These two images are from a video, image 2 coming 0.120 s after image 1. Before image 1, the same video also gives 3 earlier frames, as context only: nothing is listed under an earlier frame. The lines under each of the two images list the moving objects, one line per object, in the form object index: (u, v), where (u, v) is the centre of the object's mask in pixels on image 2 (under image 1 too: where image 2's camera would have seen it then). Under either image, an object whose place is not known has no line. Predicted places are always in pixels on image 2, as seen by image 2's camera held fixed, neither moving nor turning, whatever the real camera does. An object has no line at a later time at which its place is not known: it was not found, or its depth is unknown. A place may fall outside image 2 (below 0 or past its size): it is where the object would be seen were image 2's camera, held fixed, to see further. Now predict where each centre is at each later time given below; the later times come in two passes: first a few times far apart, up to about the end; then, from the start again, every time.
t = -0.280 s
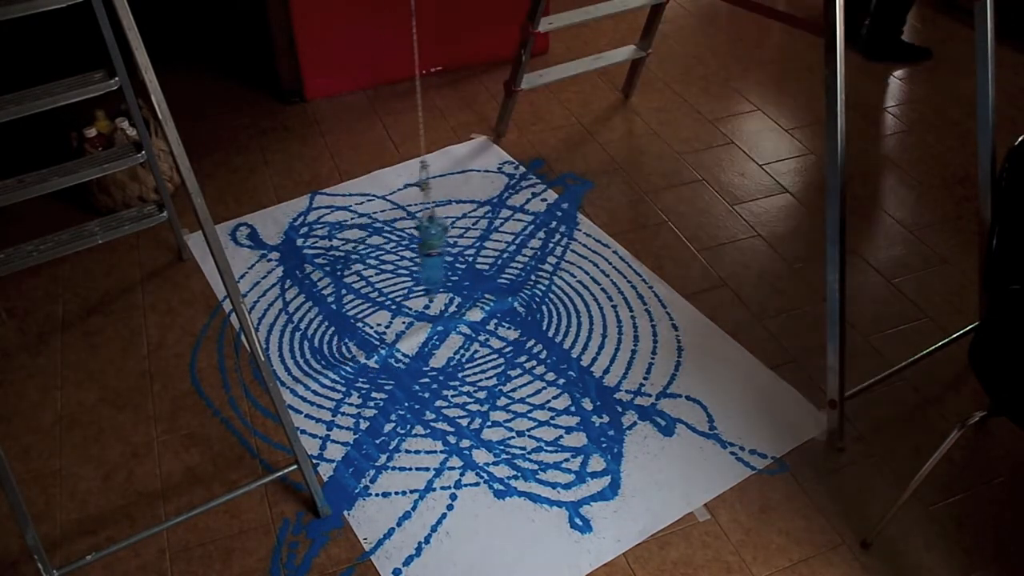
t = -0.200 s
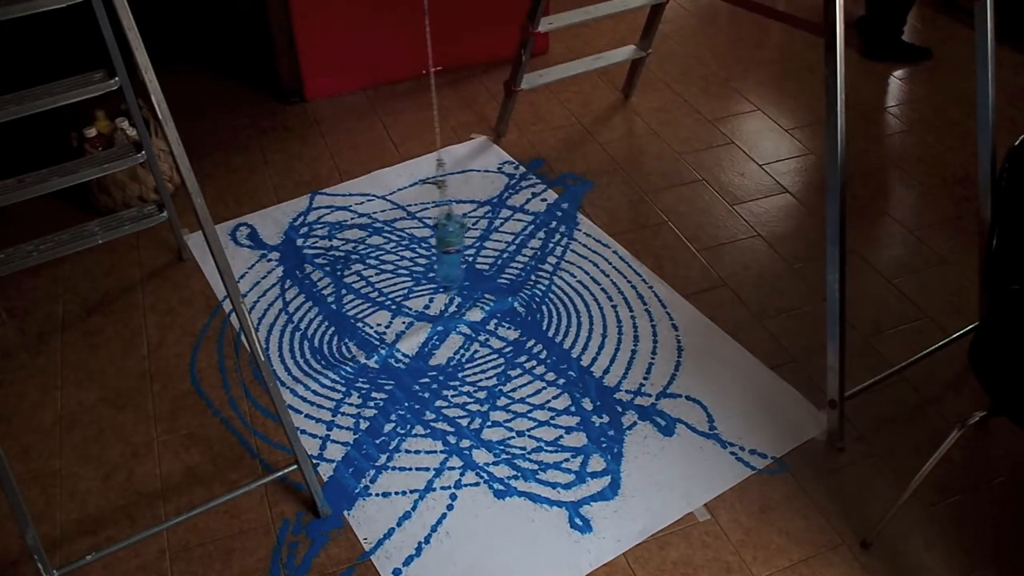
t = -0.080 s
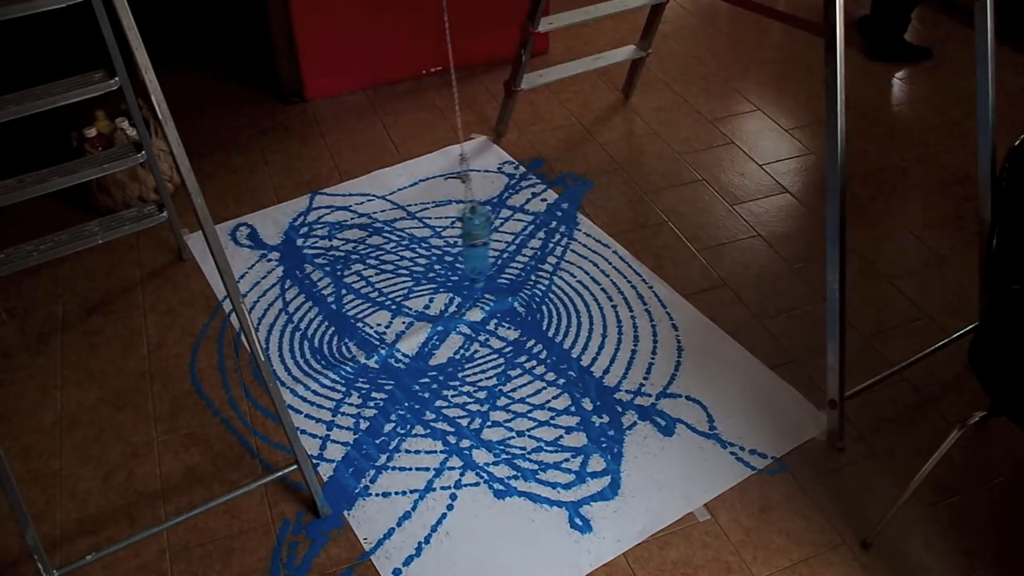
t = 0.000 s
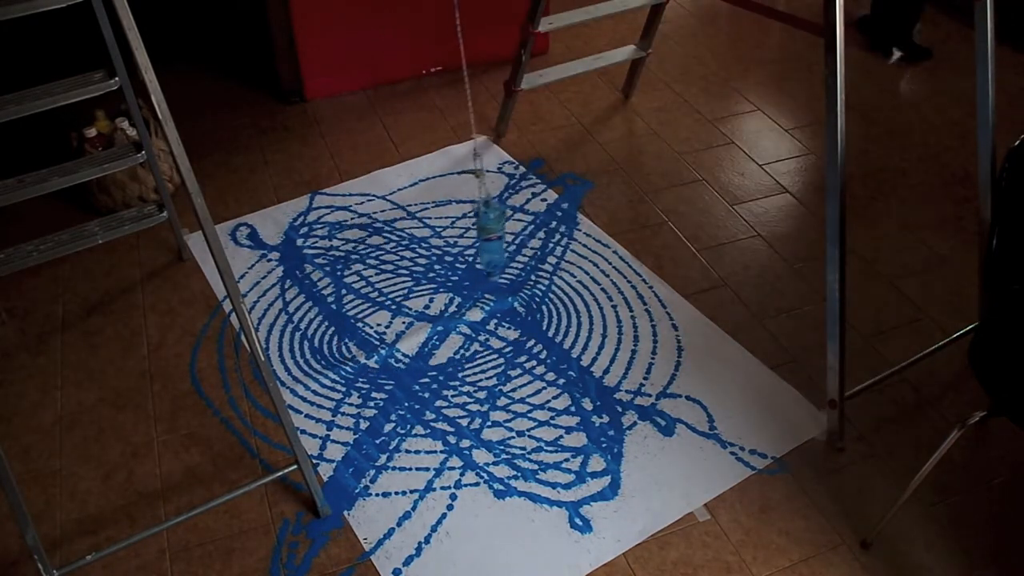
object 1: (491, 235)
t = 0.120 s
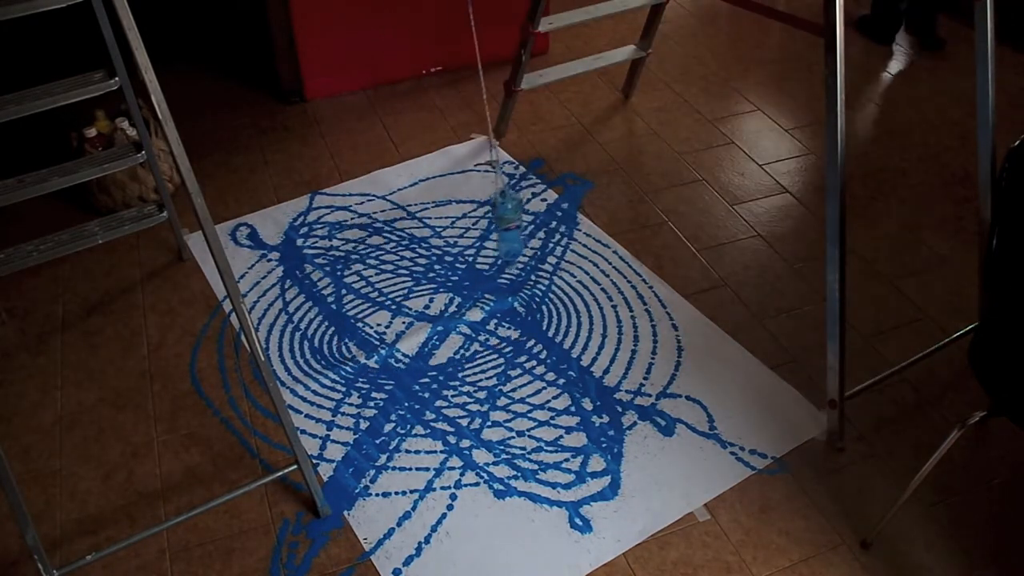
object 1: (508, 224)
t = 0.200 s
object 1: (515, 217)
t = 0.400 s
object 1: (518, 202)
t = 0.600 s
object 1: (500, 194)
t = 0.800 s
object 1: (466, 193)
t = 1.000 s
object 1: (426, 199)
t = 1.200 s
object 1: (390, 210)
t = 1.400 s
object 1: (368, 225)
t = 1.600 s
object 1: (366, 237)
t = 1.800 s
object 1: (388, 248)
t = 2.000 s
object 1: (425, 248)
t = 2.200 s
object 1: (466, 241)
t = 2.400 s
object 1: (498, 226)
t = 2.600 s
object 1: (512, 211)
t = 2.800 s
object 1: (505, 199)
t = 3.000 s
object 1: (481, 195)
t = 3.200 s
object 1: (447, 197)
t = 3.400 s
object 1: (411, 207)
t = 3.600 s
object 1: (383, 219)
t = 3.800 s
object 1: (372, 232)
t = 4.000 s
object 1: (381, 241)
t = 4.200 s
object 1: (409, 247)
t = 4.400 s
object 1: (446, 243)
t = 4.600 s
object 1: (480, 232)
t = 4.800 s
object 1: (502, 216)
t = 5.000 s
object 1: (504, 204)
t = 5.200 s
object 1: (489, 196)
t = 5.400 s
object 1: (461, 198)
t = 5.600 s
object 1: (427, 204)
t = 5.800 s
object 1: (397, 216)
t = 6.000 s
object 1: (380, 228)
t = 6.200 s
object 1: (380, 238)
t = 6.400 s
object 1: (400, 244)
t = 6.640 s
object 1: (438, 243)
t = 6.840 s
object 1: (471, 233)
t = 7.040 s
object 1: (492, 219)
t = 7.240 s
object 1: (498, 208)
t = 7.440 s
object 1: (488, 200)
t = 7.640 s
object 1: (464, 199)
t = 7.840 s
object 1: (434, 205)
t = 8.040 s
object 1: (405, 215)
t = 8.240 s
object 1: (387, 227)
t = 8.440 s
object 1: (385, 236)
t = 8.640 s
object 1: (400, 243)
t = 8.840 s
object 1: (428, 243)
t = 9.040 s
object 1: (458, 236)
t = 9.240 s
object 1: (482, 223)
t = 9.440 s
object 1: (492, 211)
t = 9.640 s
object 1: (488, 202)
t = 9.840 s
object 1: (469, 200)
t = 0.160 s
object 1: (512, 221)
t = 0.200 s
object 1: (515, 217)
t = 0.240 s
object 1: (518, 213)
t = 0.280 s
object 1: (519, 209)
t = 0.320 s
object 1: (520, 207)
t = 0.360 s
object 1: (519, 203)
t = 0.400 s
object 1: (518, 202)
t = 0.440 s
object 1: (516, 198)
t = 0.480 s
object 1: (513, 196)
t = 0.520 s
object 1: (510, 195)
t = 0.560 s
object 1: (505, 194)
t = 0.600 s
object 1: (500, 194)
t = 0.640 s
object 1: (494, 192)
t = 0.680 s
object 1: (488, 193)
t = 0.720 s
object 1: (481, 193)
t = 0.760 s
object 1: (474, 193)
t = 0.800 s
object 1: (466, 193)
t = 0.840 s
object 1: (458, 193)
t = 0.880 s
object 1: (450, 193)
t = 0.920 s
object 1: (442, 195)
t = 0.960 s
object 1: (434, 196)
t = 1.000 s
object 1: (426, 199)
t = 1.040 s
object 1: (418, 200)
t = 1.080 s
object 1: (411, 203)
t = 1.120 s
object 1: (403, 205)
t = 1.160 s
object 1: (396, 207)
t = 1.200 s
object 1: (390, 210)
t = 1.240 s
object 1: (384, 212)
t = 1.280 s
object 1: (379, 215)
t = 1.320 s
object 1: (374, 219)
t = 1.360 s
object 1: (371, 221)
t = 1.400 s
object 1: (368, 225)
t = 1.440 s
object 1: (366, 227)
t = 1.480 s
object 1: (365, 230)
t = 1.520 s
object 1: (364, 232)
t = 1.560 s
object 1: (365, 236)
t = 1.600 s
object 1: (366, 237)
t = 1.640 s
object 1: (369, 241)
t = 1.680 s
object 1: (372, 242)
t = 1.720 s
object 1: (377, 245)
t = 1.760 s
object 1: (381, 245)
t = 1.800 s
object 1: (388, 248)
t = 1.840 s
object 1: (395, 249)
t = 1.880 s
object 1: (402, 249)
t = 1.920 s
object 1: (409, 249)
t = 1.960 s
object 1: (417, 249)
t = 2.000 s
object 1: (425, 248)
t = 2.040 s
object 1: (433, 248)
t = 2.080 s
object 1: (442, 246)
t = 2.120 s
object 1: (450, 245)
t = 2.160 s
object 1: (458, 244)
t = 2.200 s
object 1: (466, 241)
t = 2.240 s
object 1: (474, 238)
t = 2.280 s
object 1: (481, 235)
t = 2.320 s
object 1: (487, 233)
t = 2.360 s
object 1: (493, 229)
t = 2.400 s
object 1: (498, 226)
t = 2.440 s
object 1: (503, 223)
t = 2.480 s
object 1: (506, 219)
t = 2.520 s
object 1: (509, 216)
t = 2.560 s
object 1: (511, 213)
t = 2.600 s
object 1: (512, 211)
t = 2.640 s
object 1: (512, 208)
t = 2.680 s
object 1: (512, 205)
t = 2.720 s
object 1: (510, 202)
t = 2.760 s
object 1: (509, 201)
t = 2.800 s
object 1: (505, 199)
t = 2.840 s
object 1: (502, 197)
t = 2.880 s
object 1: (498, 197)
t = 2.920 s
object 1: (492, 195)
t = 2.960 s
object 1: (487, 195)
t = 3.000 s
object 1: (481, 195)
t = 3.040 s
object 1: (475, 195)
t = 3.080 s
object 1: (468, 194)
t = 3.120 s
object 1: (461, 195)
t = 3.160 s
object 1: (454, 196)
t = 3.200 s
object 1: (447, 197)
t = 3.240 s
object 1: (439, 199)
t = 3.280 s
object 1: (432, 199)
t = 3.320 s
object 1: (424, 202)
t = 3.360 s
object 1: (417, 205)
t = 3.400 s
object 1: (411, 207)
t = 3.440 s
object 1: (404, 208)
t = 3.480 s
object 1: (398, 210)
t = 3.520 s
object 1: (392, 213)
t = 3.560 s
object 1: (387, 216)
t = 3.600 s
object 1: (383, 219)
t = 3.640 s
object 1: (379, 221)
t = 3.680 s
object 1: (376, 223)
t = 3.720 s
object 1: (374, 227)
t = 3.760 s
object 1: (372, 230)
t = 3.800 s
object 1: (372, 232)
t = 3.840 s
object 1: (372, 234)
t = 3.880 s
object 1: (373, 236)
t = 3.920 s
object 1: (375, 238)
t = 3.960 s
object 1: (377, 240)
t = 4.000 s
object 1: (381, 241)
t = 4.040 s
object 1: (385, 243)
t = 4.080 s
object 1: (390, 244)
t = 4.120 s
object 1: (396, 246)
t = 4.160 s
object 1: (403, 245)
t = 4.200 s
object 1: (409, 247)
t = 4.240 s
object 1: (417, 247)
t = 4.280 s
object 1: (423, 247)
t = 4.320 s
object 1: (431, 246)
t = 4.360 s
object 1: (439, 244)
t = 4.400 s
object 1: (446, 243)
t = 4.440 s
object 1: (454, 241)
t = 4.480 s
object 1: (461, 240)
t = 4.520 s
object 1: (468, 237)
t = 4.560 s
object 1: (474, 233)
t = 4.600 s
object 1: (480, 232)
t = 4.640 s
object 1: (486, 229)
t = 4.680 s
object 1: (490, 226)
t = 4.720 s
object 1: (495, 222)
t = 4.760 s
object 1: (499, 219)
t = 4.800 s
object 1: (502, 216)
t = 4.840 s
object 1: (503, 213)
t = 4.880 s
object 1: (505, 211)
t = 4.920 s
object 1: (505, 208)
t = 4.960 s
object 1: (505, 206)
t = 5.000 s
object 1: (504, 204)
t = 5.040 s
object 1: (502, 202)
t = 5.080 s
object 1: (500, 200)
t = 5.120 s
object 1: (497, 199)
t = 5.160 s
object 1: (493, 198)
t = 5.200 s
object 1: (489, 196)
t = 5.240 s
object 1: (484, 196)
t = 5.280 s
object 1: (479, 197)
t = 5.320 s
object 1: (473, 197)
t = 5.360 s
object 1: (467, 197)
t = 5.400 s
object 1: (461, 198)
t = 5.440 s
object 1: (455, 199)
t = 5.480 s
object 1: (447, 200)
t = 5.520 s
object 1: (441, 201)
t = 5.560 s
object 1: (434, 203)
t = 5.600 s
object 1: (427, 204)
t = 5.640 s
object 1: (421, 207)
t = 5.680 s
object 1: (414, 209)
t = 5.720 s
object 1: (408, 211)
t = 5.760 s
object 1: (403, 213)
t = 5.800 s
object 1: (397, 216)
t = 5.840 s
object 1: (393, 217)
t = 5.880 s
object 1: (389, 220)
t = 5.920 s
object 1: (385, 222)
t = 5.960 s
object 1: (382, 225)
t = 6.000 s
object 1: (380, 228)
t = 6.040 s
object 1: (379, 230)
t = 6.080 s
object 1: (378, 233)
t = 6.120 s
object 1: (378, 235)
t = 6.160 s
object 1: (379, 237)
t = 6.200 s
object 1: (380, 238)
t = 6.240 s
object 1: (383, 240)
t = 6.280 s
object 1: (386, 241)
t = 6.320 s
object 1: (390, 242)
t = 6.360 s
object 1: (395, 243)
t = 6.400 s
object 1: (400, 244)
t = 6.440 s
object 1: (406, 245)
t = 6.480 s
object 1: (412, 245)
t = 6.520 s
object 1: (419, 245)
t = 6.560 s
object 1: (424, 244)
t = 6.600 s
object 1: (431, 243)
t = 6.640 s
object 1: (438, 243)
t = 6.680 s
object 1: (445, 241)
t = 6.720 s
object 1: (452, 239)
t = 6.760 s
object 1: (458, 238)
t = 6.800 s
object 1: (465, 235)
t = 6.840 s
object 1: (471, 233)
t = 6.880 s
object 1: (476, 230)
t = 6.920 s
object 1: (481, 227)
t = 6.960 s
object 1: (485, 225)
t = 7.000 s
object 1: (489, 222)
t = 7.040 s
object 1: (492, 219)
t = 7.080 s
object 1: (495, 216)
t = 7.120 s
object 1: (497, 214)
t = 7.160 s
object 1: (498, 212)
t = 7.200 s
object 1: (498, 210)
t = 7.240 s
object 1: (498, 208)
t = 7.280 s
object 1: (497, 206)
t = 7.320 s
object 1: (496, 204)
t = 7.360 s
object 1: (494, 203)
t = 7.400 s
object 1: (491, 201)
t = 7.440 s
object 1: (488, 200)
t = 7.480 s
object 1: (484, 199)
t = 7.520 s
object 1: (480, 199)
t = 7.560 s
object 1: (475, 200)
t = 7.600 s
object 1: (469, 199)
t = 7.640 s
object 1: (464, 199)
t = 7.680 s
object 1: (458, 201)
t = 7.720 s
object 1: (452, 202)
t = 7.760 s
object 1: (446, 202)
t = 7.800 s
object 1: (440, 204)
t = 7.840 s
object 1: (434, 205)
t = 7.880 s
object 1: (427, 207)
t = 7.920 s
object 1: (422, 209)
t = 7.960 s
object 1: (416, 210)
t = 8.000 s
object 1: (410, 213)
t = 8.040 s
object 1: (405, 215)
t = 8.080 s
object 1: (401, 218)
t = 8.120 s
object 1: (397, 220)
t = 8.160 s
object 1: (393, 222)
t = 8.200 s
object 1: (390, 225)
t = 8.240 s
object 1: (387, 227)
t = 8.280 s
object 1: (386, 229)
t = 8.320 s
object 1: (384, 231)
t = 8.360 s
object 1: (384, 233)
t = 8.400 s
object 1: (384, 235)
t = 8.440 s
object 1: (385, 236)
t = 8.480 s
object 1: (387, 237)
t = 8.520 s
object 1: (389, 240)
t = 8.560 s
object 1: (392, 241)
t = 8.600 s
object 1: (396, 242)
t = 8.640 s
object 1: (400, 243)
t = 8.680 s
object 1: (405, 244)
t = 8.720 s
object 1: (411, 244)
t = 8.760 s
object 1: (416, 243)
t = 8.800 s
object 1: (422, 243)
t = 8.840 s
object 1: (428, 243)
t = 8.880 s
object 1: (434, 242)
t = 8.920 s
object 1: (440, 241)
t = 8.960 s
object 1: (446, 240)
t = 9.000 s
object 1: (453, 238)
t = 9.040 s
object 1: (458, 236)
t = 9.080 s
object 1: (464, 233)
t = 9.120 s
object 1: (469, 230)
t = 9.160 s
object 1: (474, 228)
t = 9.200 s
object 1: (478, 225)
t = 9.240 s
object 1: (482, 223)
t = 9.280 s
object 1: (485, 220)
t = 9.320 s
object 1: (488, 219)
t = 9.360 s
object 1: (490, 216)
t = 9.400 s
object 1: (492, 213)
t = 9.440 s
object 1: (492, 211)
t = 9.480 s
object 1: (492, 209)
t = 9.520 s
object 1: (492, 207)
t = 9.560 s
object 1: (491, 206)
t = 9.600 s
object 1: (490, 204)
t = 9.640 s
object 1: (488, 202)
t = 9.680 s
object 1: (485, 201)
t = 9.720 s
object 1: (482, 201)
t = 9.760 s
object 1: (478, 201)
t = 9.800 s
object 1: (474, 201)
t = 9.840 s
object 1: (469, 200)
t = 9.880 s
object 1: (464, 199)
